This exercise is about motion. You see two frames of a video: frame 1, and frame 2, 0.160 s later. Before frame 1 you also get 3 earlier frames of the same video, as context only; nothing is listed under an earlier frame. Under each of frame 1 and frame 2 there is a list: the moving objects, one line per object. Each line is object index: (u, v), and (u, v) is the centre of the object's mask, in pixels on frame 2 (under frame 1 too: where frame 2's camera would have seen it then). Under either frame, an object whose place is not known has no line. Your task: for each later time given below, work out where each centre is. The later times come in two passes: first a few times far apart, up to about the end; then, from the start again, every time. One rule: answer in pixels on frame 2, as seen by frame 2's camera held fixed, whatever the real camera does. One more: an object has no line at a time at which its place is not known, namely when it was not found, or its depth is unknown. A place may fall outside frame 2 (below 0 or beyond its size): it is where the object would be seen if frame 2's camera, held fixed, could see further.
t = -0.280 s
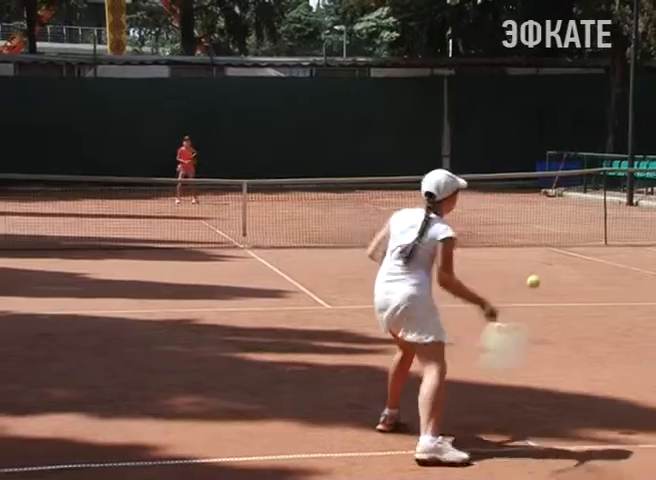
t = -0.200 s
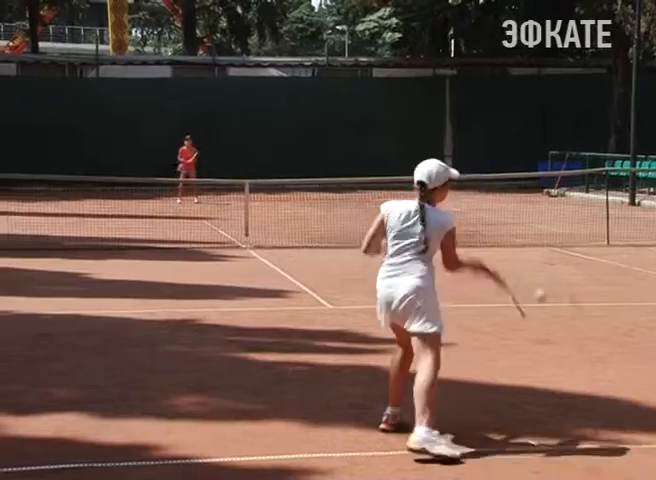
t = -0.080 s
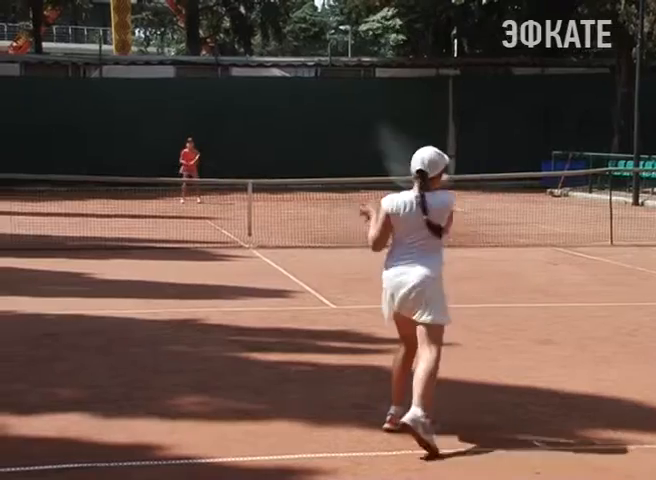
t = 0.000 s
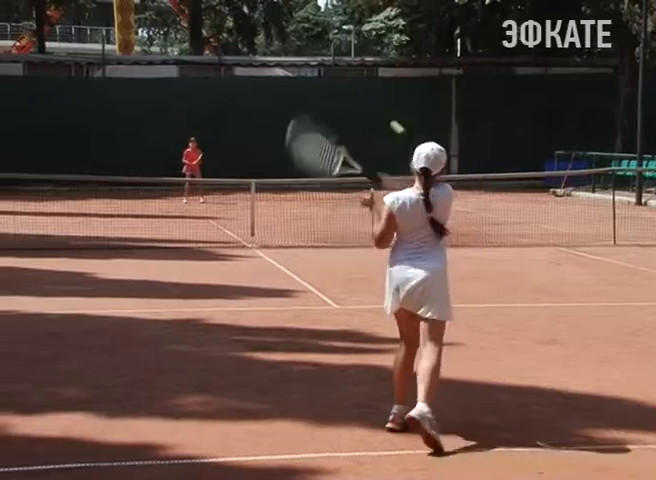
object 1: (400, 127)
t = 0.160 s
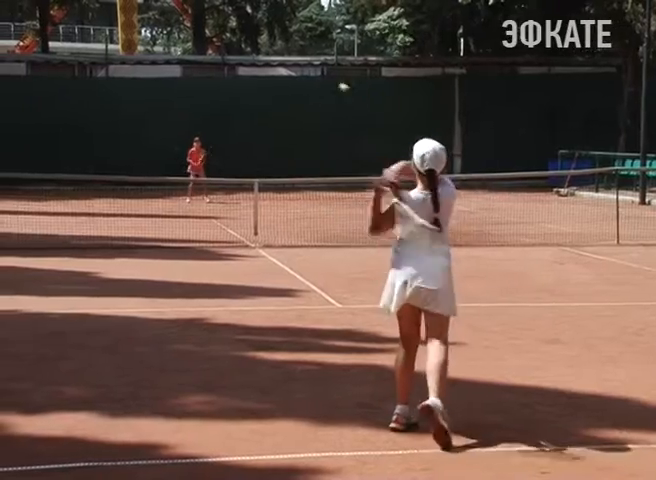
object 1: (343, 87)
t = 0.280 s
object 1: (316, 81)
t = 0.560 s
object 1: (279, 112)
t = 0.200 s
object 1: (333, 84)
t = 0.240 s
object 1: (324, 82)
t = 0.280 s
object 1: (316, 81)
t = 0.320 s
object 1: (309, 83)
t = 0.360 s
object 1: (303, 86)
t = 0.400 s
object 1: (297, 90)
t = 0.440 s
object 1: (291, 94)
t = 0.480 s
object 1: (287, 100)
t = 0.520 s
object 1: (282, 105)
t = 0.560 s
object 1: (279, 112)
